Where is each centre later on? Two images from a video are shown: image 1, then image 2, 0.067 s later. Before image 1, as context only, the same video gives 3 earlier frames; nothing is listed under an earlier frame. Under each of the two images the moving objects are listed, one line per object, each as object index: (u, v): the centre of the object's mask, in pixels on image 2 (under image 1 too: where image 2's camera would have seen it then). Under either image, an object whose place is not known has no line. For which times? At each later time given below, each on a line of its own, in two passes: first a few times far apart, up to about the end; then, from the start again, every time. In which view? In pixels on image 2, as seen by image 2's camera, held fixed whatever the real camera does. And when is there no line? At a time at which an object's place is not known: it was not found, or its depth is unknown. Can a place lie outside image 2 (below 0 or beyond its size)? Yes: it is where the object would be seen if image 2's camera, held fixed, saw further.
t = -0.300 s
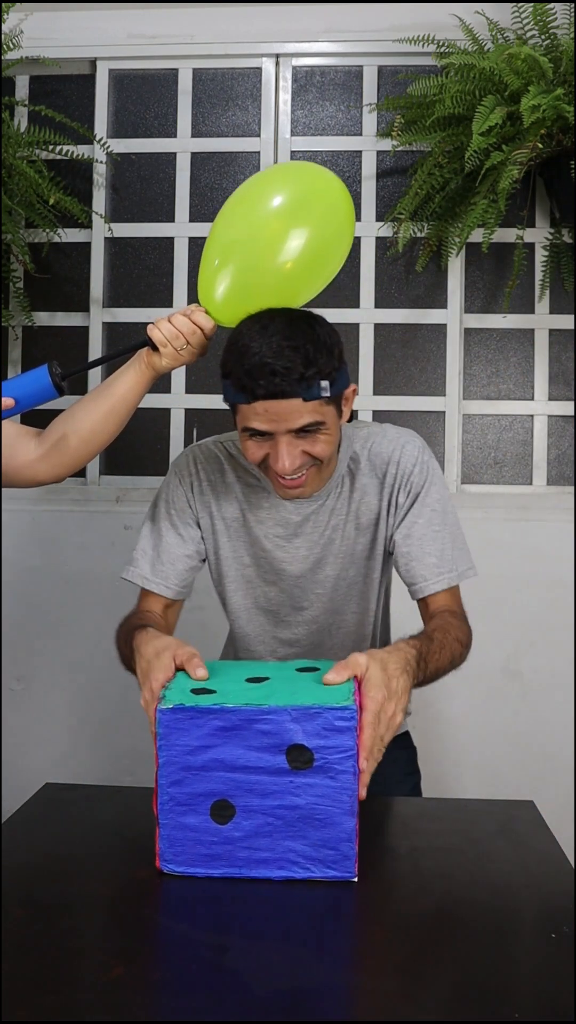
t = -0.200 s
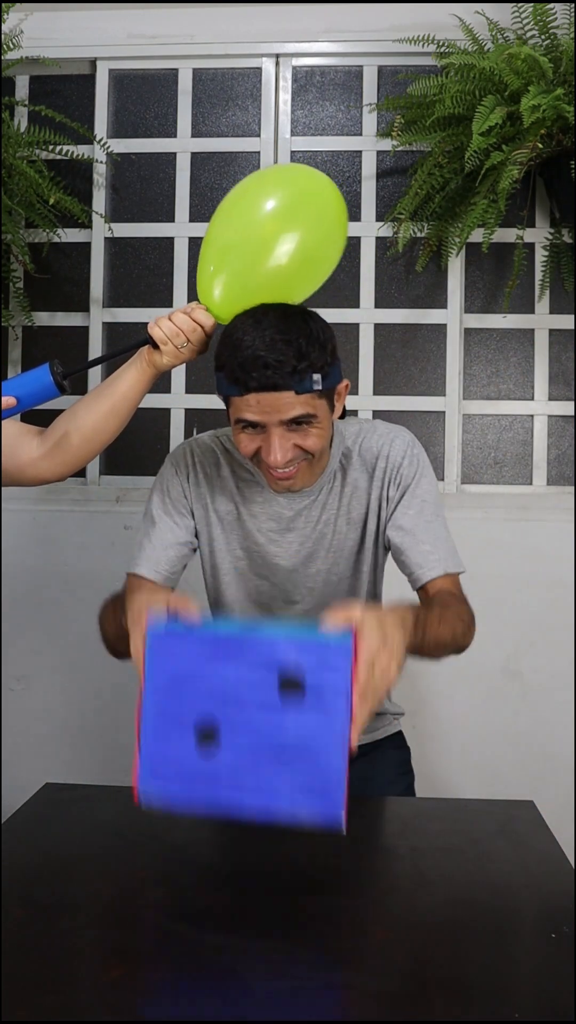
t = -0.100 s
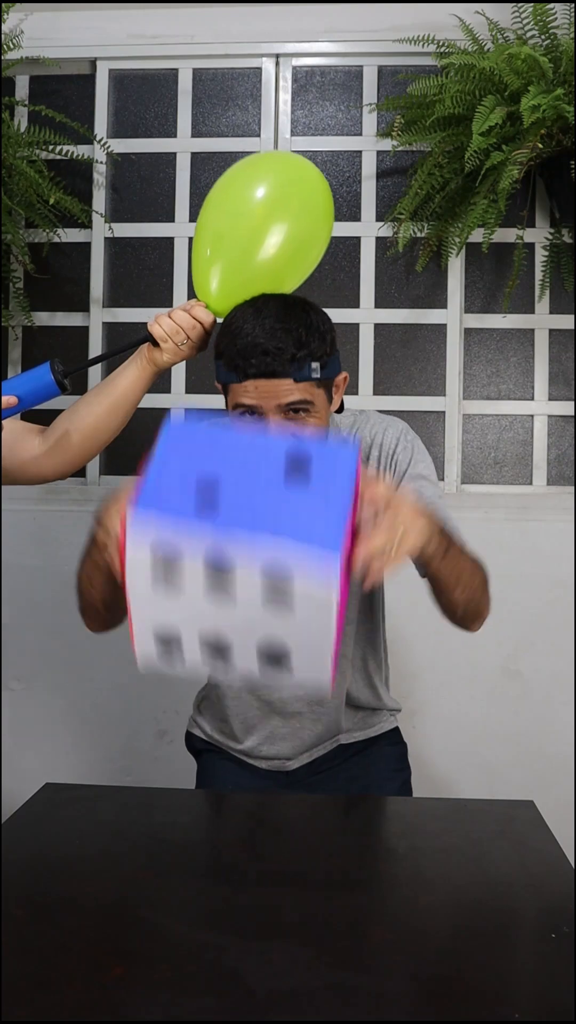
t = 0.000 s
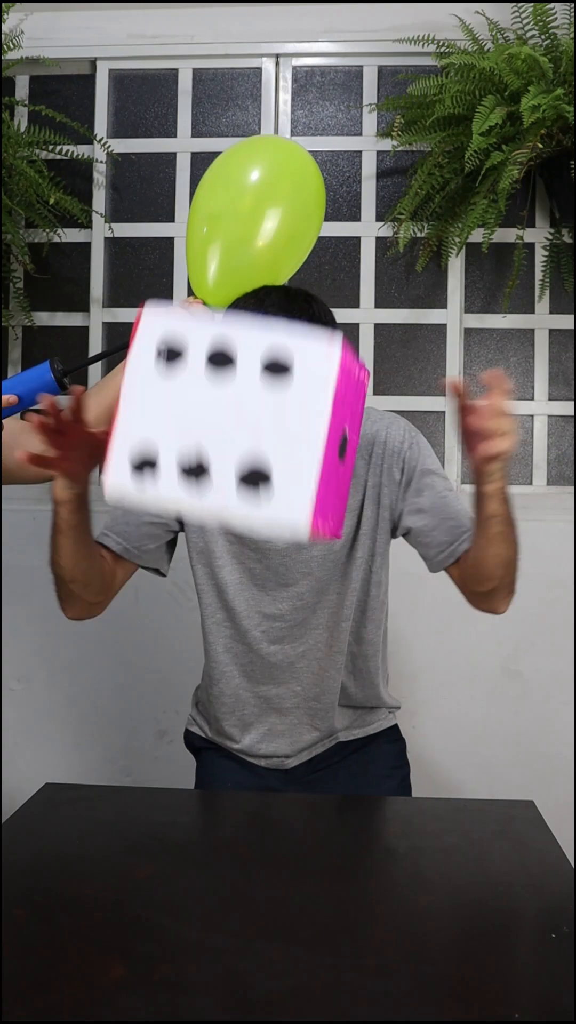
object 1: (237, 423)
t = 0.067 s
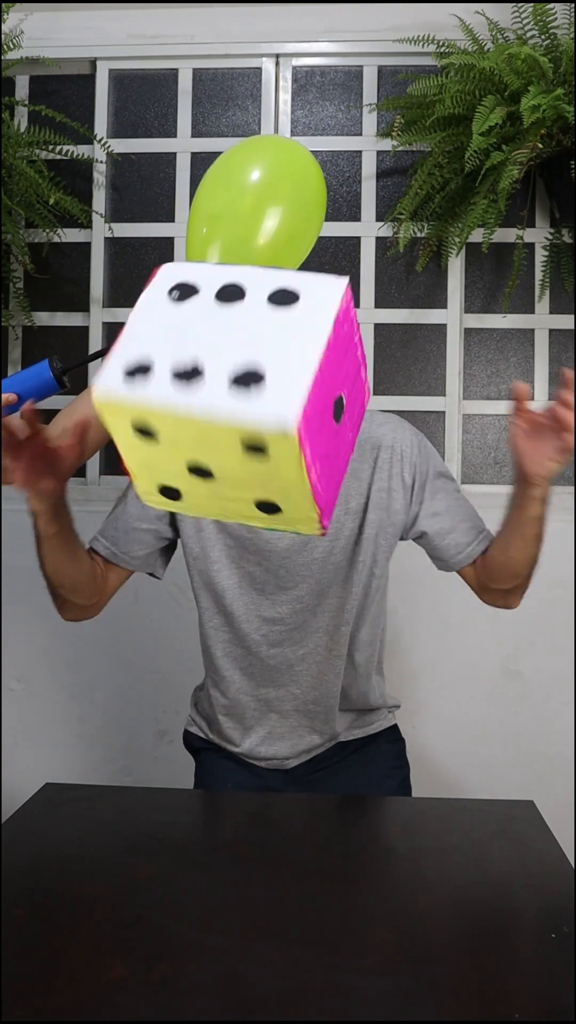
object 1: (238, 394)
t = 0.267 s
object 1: (222, 508)
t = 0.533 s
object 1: (258, 742)
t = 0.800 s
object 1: (319, 743)
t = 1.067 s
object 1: (362, 768)
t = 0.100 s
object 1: (236, 395)
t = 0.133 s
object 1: (234, 403)
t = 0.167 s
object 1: (231, 421)
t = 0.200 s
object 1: (227, 433)
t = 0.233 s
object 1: (225, 464)
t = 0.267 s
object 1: (222, 508)
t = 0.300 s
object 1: (219, 564)
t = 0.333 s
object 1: (215, 625)
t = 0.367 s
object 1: (211, 699)
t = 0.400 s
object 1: (207, 771)
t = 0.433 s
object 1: (214, 777)
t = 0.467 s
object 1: (229, 756)
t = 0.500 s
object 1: (244, 745)
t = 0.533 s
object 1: (258, 742)
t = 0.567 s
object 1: (273, 743)
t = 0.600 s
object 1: (287, 747)
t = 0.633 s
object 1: (298, 745)
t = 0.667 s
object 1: (308, 744)
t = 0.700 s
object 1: (315, 744)
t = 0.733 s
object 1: (315, 744)
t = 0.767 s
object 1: (315, 744)
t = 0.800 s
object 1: (319, 743)
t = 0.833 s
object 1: (323, 743)
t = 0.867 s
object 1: (327, 744)
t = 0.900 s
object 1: (332, 746)
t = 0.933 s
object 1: (338, 751)
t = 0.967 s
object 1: (344, 757)
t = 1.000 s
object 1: (351, 767)
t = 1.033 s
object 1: (357, 775)
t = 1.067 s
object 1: (362, 768)
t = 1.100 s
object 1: (367, 767)
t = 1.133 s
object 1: (370, 768)
